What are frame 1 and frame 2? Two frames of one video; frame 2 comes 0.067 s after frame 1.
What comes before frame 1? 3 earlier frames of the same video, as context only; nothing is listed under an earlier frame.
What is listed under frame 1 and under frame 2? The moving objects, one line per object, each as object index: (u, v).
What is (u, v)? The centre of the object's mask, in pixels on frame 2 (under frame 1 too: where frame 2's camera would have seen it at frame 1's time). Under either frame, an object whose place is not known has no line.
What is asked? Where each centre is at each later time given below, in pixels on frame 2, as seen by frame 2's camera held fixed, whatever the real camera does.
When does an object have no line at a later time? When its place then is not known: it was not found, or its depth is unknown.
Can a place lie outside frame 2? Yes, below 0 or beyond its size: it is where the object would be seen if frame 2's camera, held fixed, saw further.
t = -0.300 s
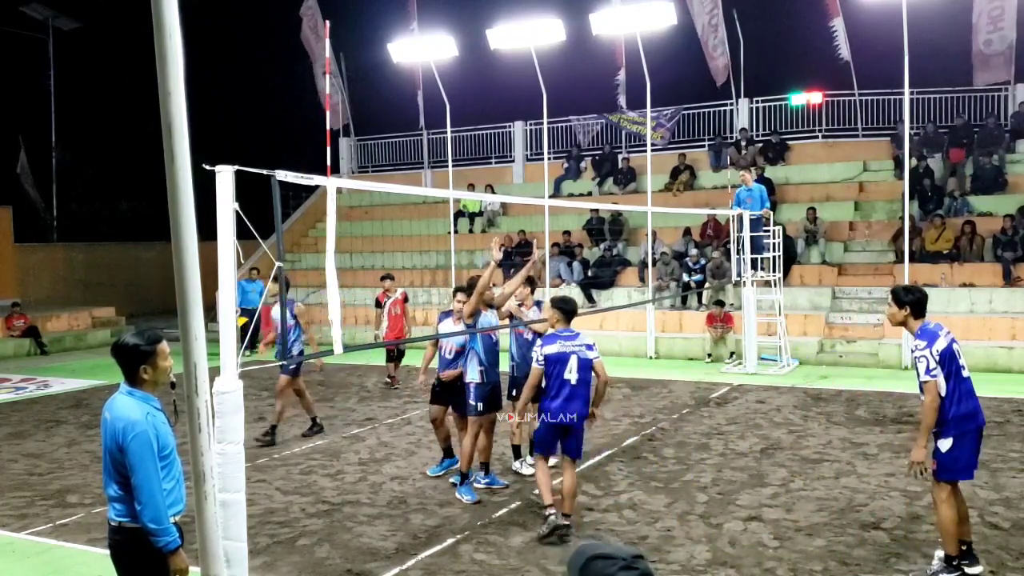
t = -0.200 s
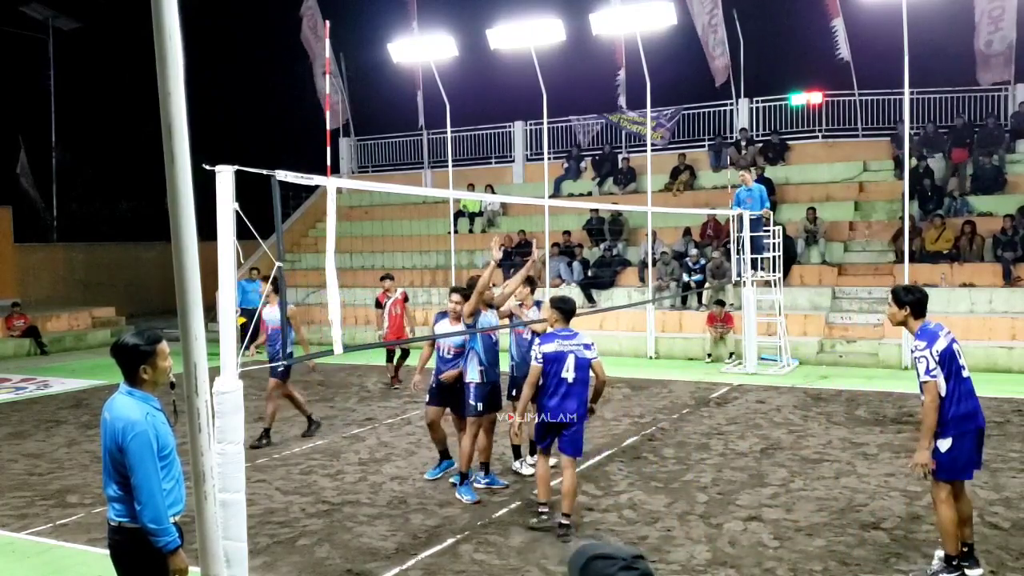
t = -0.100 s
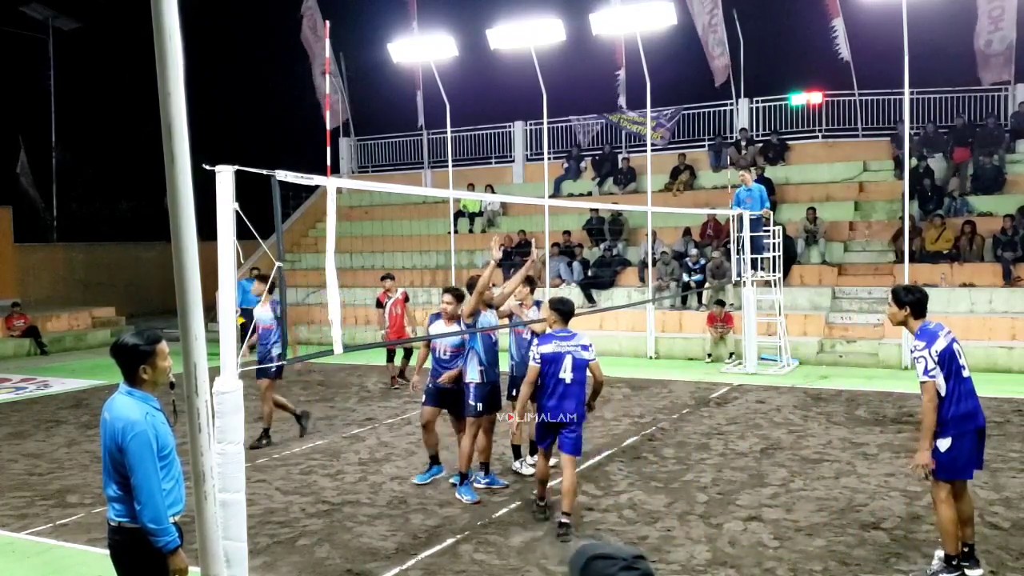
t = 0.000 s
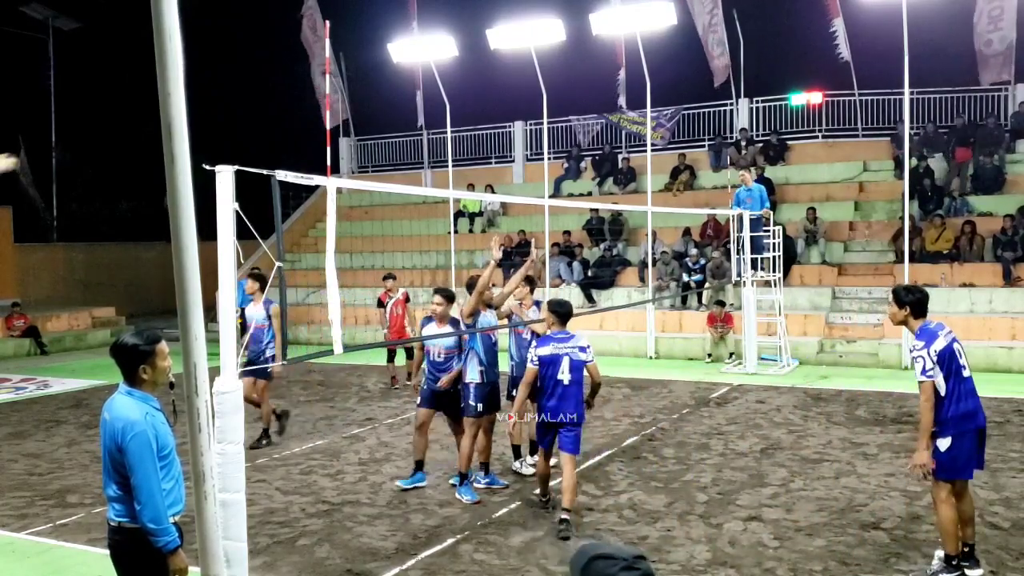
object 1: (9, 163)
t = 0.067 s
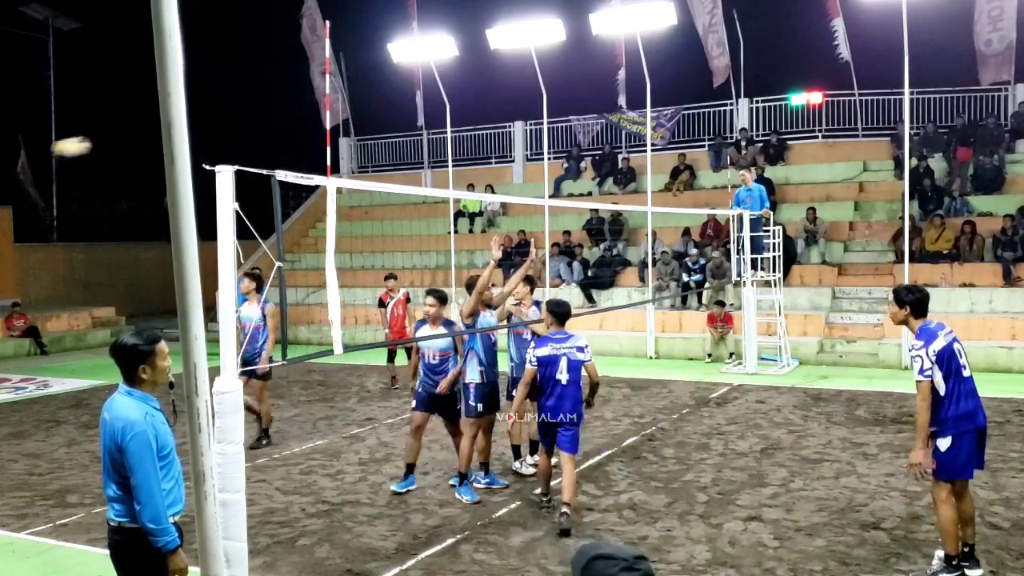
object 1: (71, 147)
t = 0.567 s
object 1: (710, 125)
